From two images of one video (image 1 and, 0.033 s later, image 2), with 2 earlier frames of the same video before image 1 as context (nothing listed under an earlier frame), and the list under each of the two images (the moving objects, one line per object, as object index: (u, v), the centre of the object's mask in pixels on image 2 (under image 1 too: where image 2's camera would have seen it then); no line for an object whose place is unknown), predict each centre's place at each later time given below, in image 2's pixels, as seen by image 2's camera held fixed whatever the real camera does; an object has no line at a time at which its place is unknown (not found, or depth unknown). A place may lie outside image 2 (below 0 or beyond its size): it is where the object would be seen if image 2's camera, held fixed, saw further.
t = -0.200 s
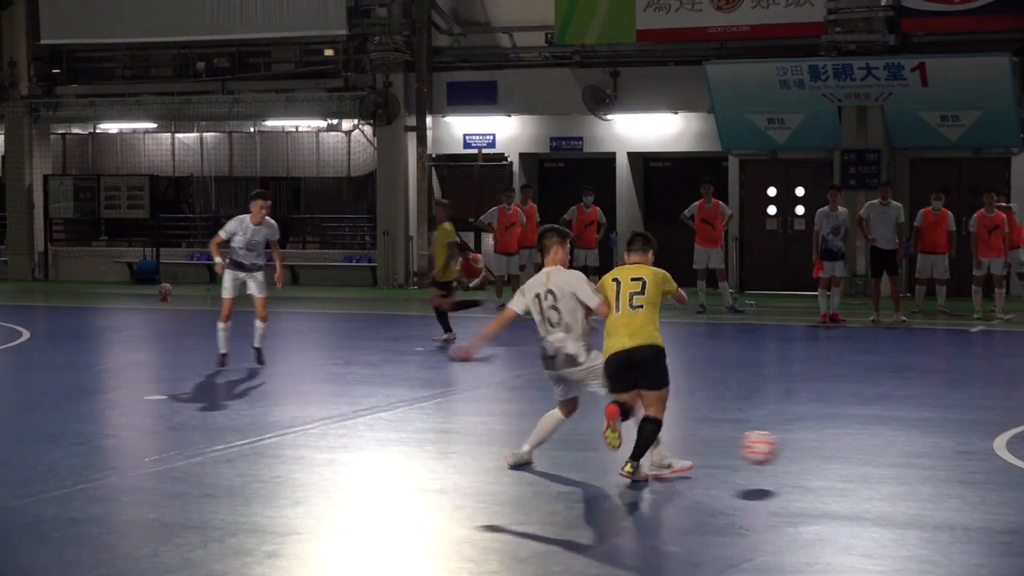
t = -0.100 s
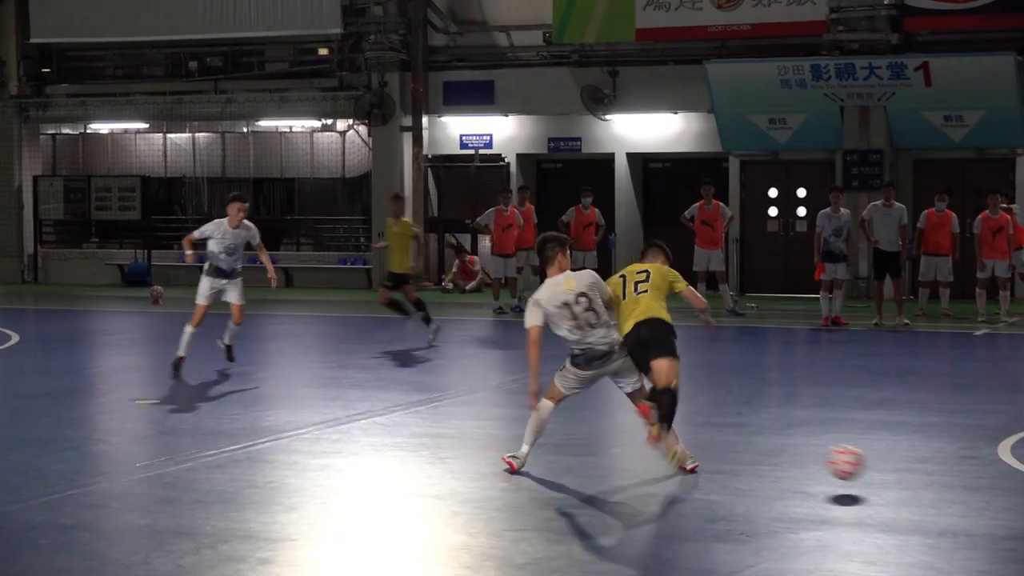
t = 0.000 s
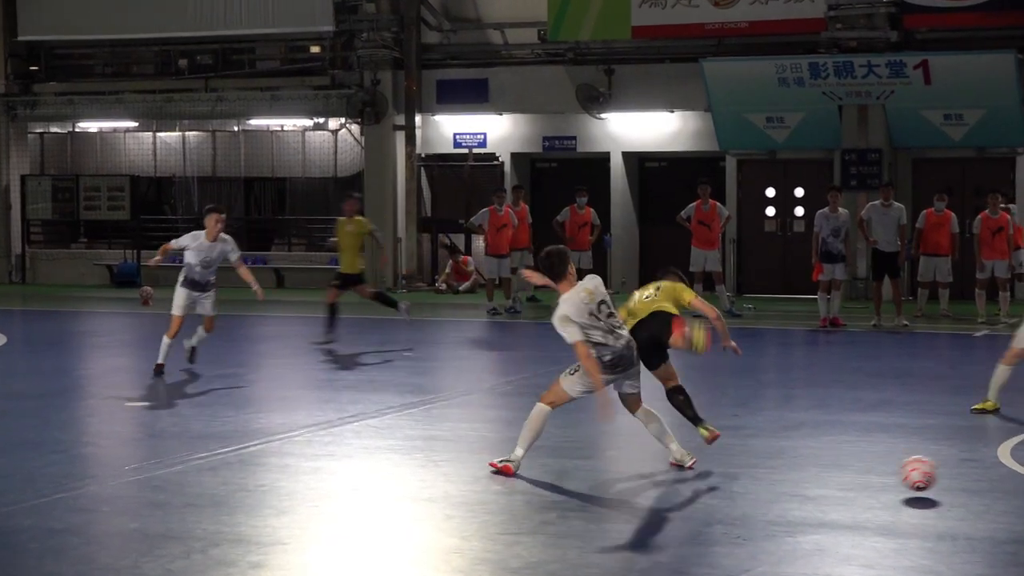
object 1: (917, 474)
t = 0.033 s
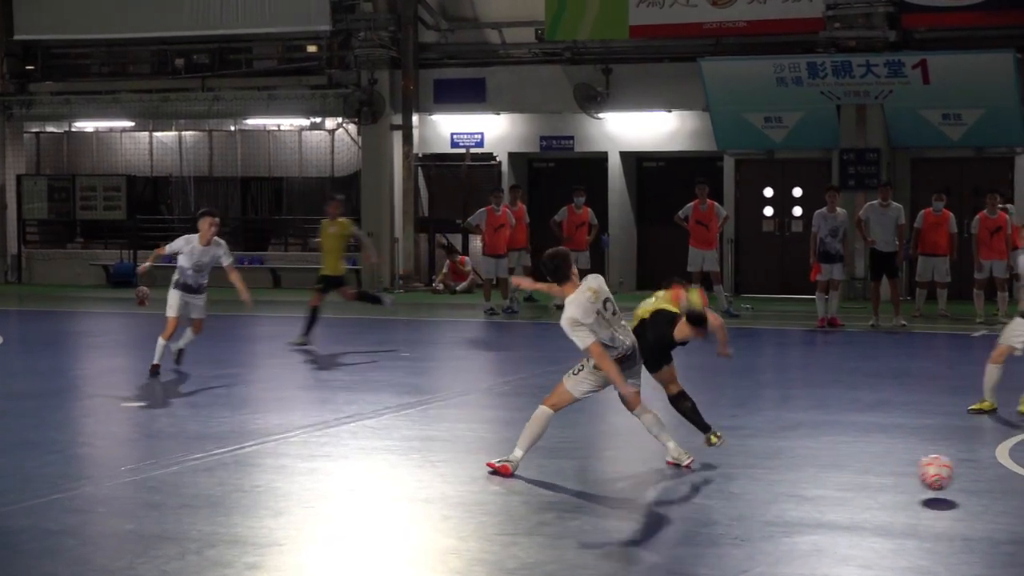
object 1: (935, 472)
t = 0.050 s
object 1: (944, 472)
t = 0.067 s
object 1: (953, 473)
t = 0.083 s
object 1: (963, 474)
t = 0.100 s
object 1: (972, 476)
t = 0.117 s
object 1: (982, 477)
